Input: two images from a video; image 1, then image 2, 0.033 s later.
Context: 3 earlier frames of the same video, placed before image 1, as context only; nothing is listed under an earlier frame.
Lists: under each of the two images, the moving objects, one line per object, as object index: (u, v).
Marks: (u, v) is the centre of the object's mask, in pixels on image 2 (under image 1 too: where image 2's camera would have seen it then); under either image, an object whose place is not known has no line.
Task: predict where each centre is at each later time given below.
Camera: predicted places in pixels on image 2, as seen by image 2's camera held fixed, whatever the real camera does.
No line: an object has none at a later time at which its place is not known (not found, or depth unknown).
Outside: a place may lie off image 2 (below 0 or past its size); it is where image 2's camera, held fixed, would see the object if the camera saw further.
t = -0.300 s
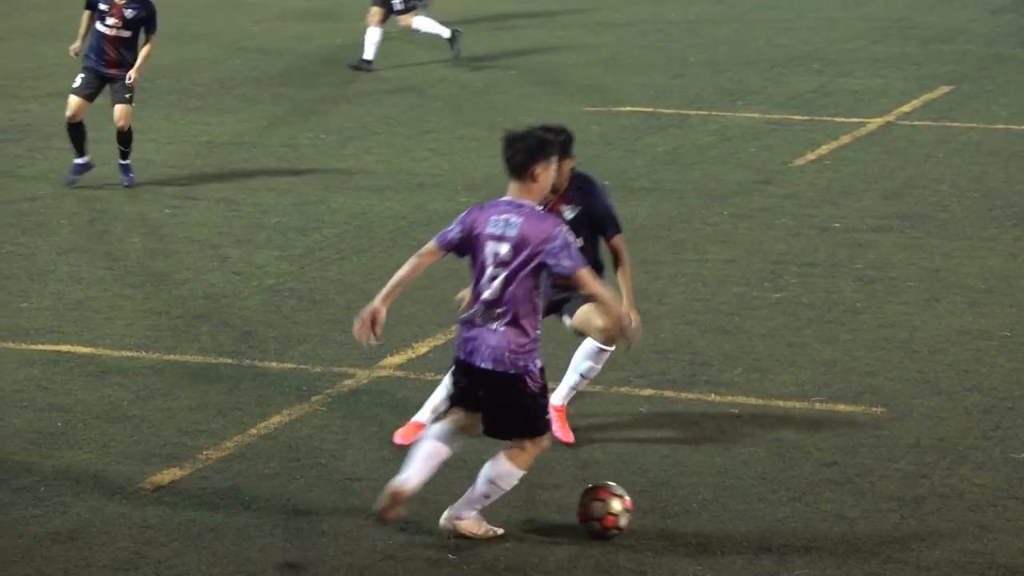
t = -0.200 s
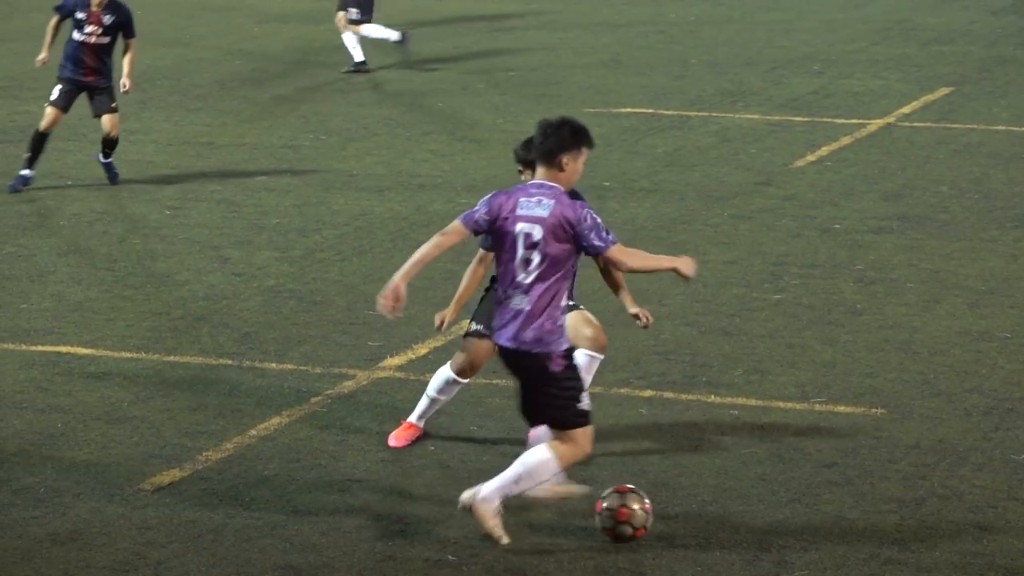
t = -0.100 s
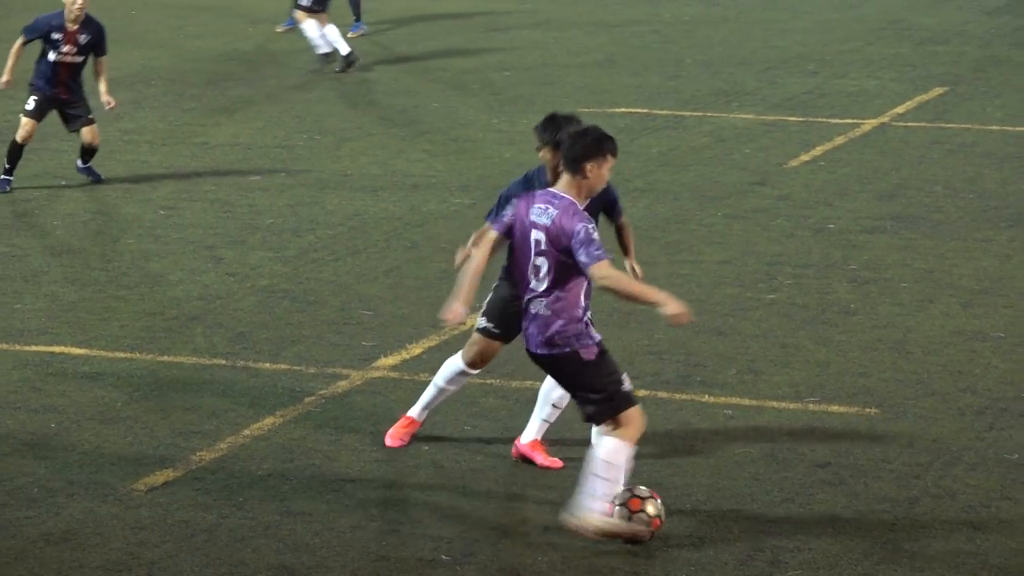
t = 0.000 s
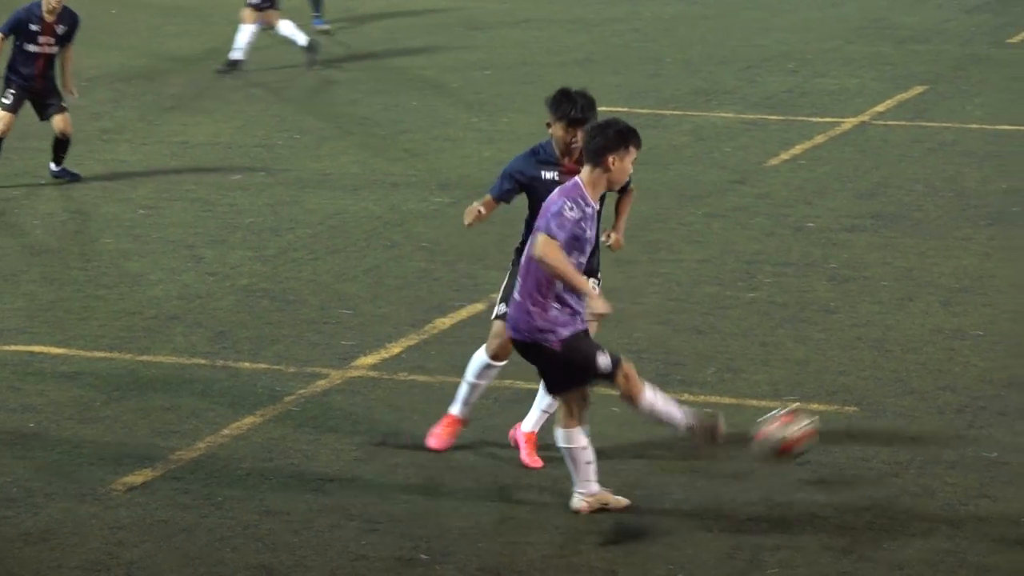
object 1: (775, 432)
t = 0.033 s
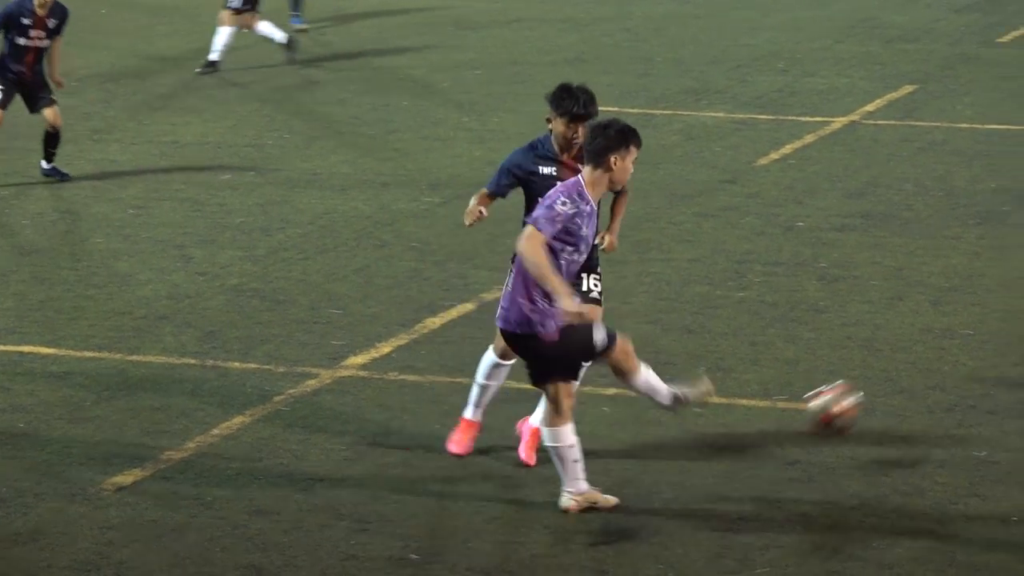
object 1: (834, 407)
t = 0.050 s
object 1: (860, 397)
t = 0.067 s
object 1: (885, 390)
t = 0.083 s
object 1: (912, 380)
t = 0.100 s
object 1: (936, 372)
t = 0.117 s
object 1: (961, 366)
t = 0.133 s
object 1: (985, 359)
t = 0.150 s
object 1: (1008, 354)
